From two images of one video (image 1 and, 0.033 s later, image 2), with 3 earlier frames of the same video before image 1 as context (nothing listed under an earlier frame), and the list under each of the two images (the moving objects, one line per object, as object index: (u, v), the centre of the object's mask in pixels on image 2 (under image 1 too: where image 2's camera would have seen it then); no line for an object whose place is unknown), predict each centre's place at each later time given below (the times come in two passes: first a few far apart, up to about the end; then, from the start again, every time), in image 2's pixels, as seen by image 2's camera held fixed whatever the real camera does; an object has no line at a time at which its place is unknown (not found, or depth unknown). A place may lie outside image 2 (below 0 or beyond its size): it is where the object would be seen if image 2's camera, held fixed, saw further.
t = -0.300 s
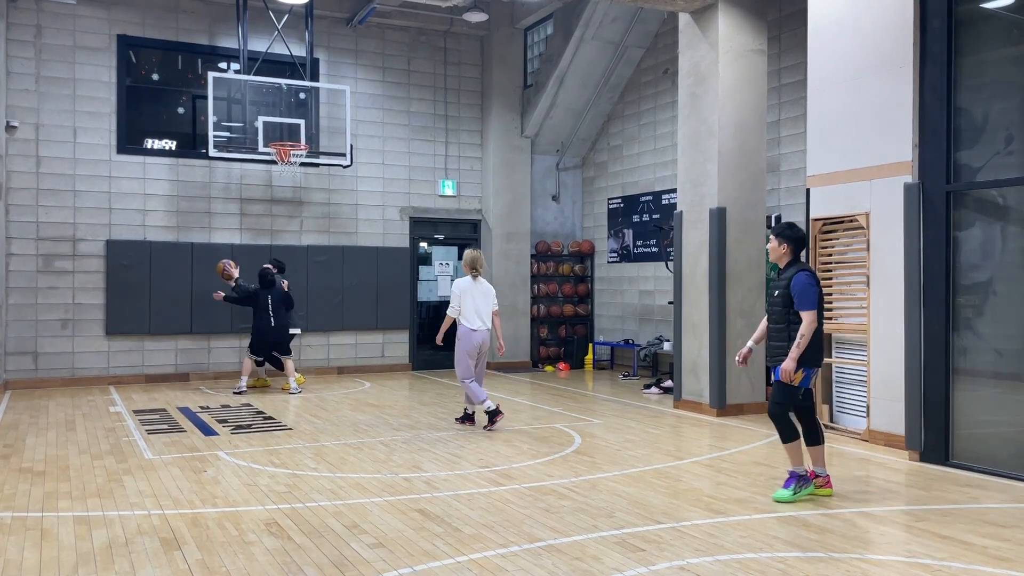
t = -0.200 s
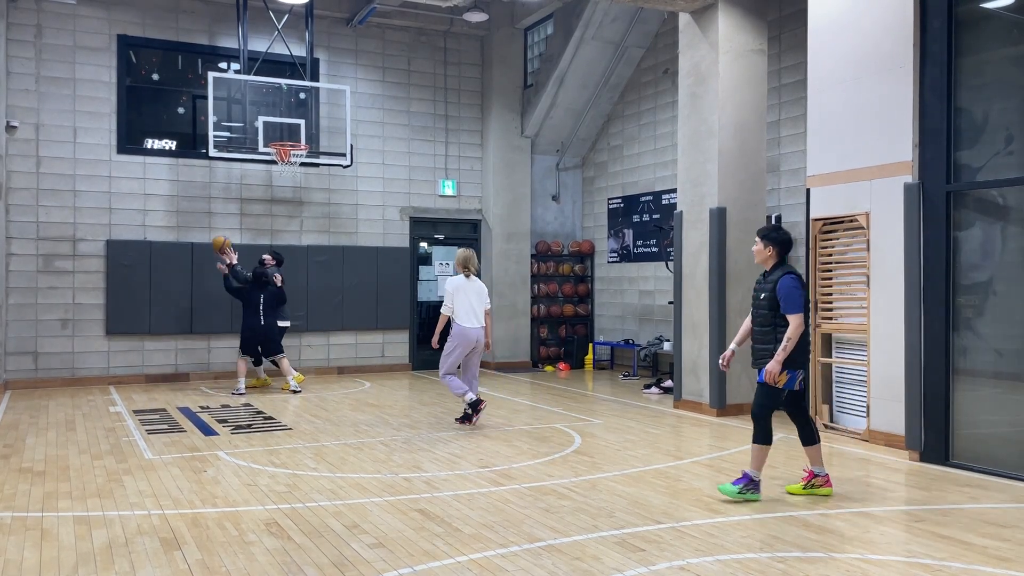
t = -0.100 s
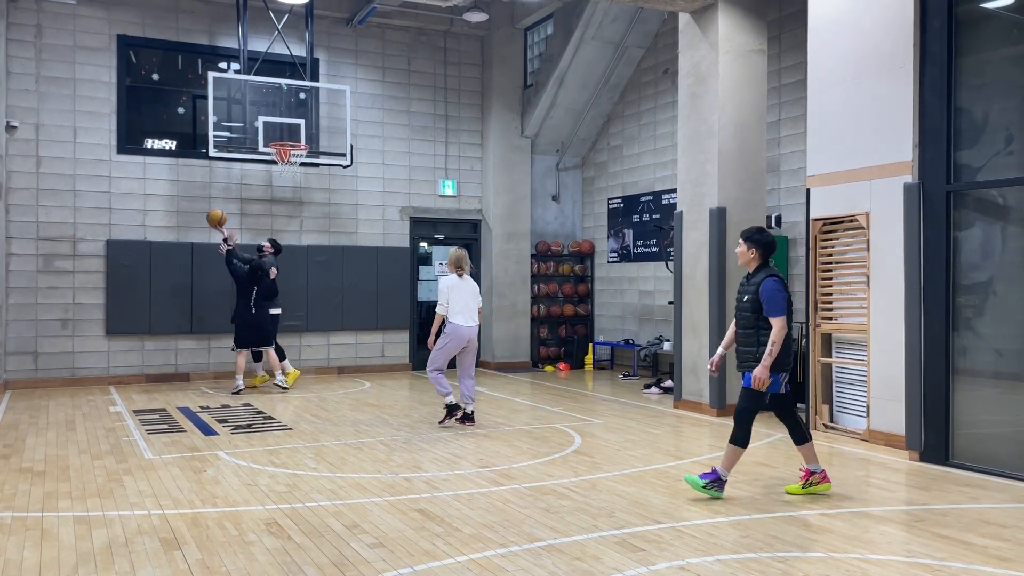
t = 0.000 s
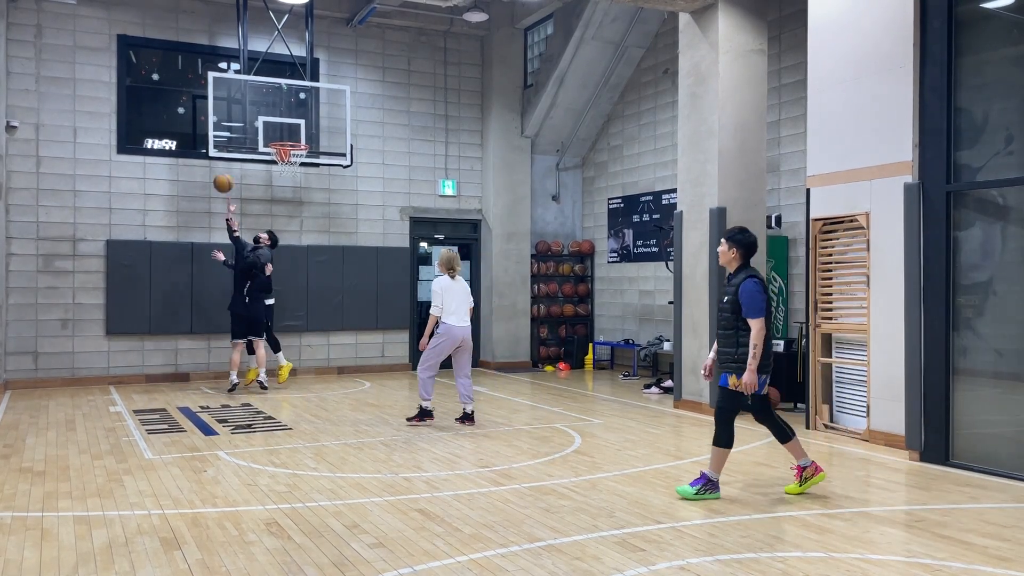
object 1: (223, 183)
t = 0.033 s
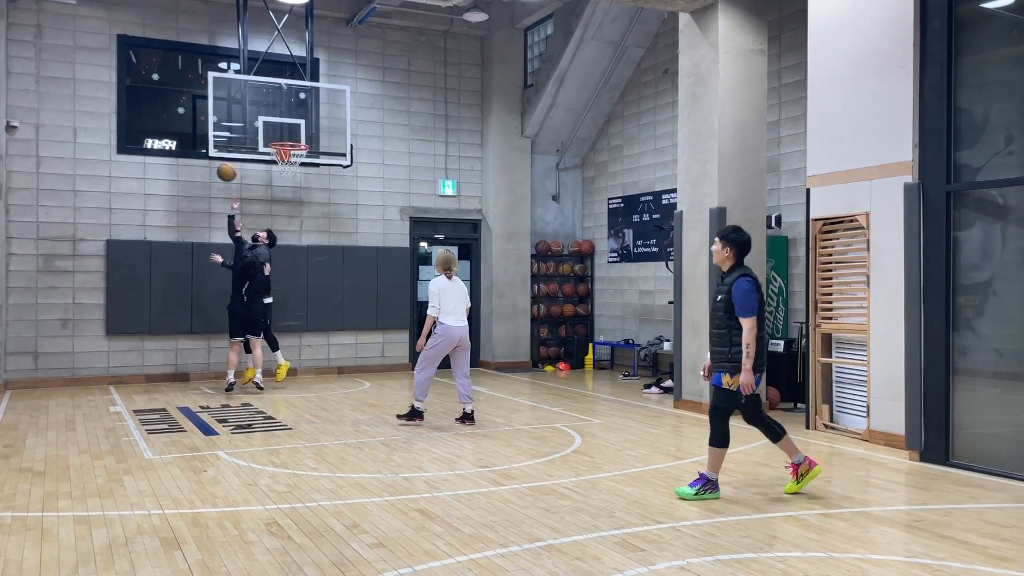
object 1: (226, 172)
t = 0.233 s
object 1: (247, 126)
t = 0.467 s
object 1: (270, 113)
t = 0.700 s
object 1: (291, 136)
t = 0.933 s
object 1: (291, 161)
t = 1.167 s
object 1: (286, 171)
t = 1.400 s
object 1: (282, 212)
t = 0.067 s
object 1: (230, 163)
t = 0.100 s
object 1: (233, 153)
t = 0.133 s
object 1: (237, 145)
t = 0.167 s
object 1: (240, 137)
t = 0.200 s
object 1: (244, 131)
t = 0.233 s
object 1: (247, 126)
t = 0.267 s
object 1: (251, 121)
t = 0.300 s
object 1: (254, 118)
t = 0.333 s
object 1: (257, 115)
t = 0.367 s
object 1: (260, 113)
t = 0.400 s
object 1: (264, 112)
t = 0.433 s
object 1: (267, 112)
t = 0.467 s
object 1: (270, 113)
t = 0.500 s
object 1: (274, 114)
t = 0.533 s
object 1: (277, 117)
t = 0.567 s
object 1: (281, 119)
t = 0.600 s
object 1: (284, 123)
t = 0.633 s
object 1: (287, 129)
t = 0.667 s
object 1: (290, 133)
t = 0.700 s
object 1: (291, 136)
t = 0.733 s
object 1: (291, 140)
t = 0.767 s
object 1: (292, 142)
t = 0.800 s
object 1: (292, 145)
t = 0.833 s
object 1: (291, 150)
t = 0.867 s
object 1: (292, 155)
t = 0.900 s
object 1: (291, 157)
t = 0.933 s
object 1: (291, 161)
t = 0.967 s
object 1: (290, 163)
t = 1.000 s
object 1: (289, 163)
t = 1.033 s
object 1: (289, 164)
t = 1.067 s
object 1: (288, 165)
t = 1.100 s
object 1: (286, 169)
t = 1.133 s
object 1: (286, 169)
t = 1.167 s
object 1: (286, 171)
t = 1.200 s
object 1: (285, 175)
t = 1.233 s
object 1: (285, 179)
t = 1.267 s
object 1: (284, 184)
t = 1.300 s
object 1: (284, 190)
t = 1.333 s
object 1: (283, 196)
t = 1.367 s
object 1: (283, 204)
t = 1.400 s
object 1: (282, 212)
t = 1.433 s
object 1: (282, 222)
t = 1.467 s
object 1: (282, 232)
